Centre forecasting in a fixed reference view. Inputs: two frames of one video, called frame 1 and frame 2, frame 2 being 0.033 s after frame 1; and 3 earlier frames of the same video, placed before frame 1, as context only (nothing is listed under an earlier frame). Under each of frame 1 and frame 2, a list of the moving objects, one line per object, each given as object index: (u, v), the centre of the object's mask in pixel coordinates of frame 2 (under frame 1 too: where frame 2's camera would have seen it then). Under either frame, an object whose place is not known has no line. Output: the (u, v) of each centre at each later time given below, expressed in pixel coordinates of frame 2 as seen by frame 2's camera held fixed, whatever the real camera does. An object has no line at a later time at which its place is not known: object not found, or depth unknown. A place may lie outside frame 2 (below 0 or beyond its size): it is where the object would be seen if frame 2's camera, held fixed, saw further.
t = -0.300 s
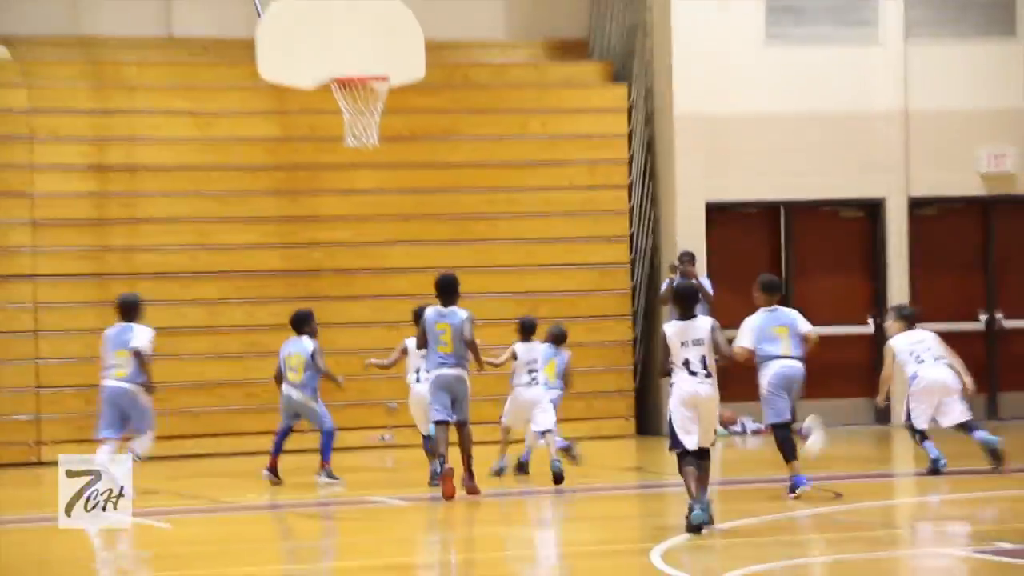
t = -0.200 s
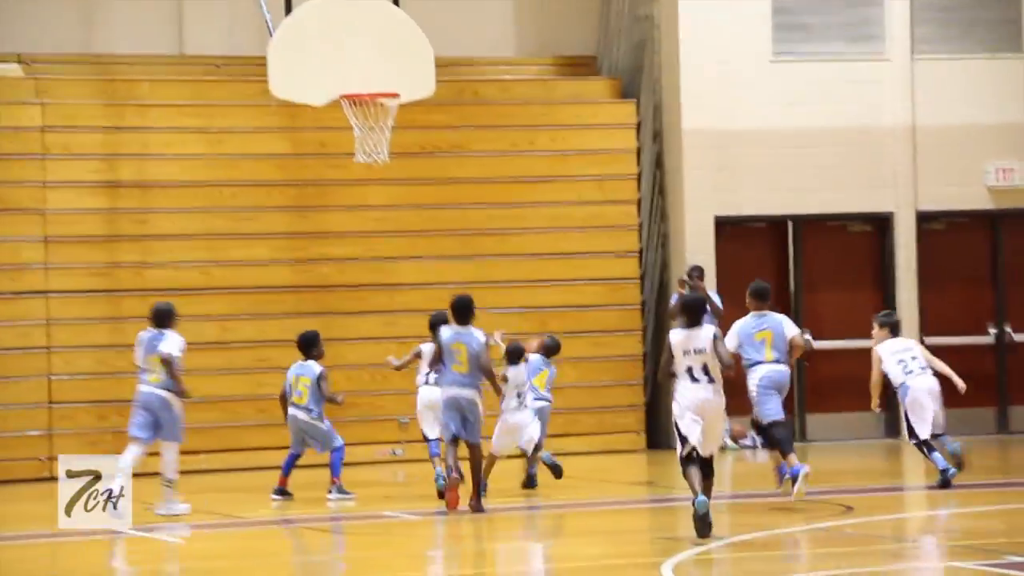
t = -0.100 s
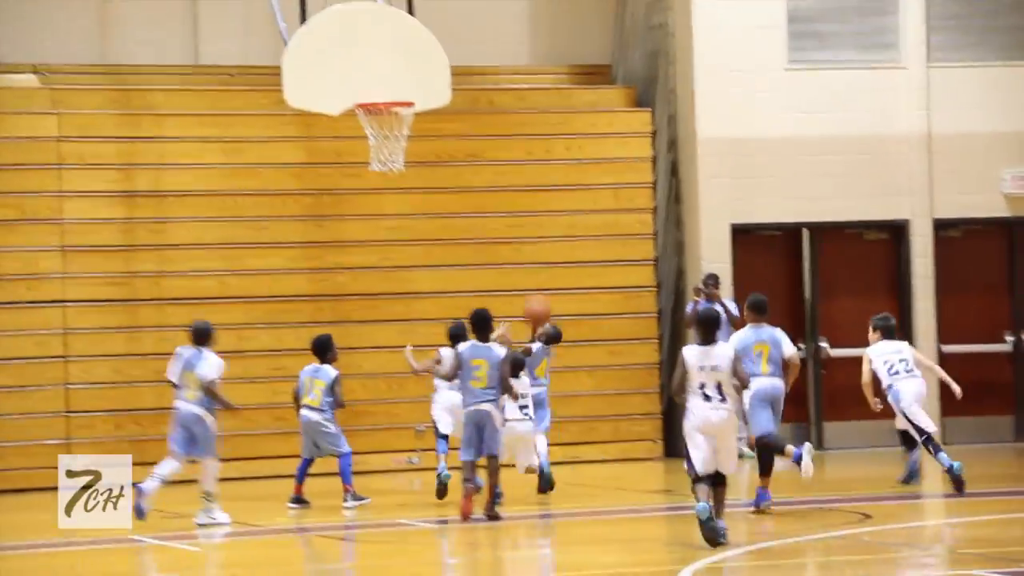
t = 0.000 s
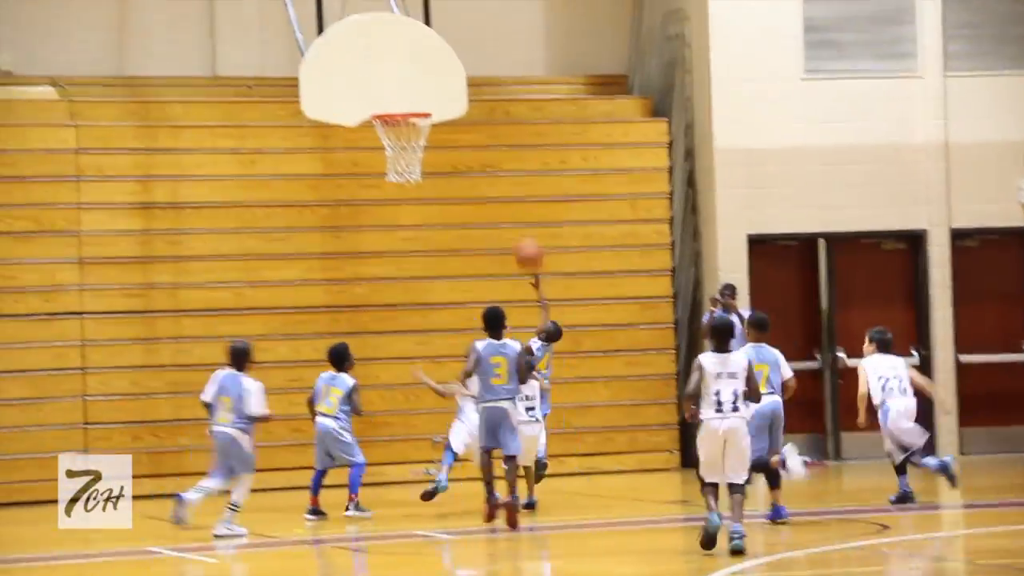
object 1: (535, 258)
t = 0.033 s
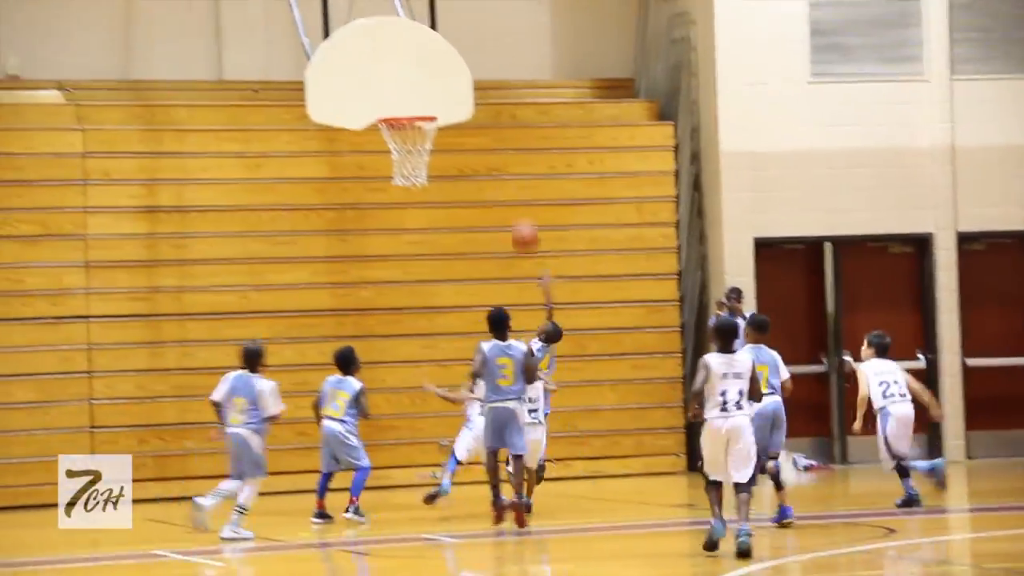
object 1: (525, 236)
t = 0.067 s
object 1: (515, 216)
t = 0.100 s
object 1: (504, 196)
